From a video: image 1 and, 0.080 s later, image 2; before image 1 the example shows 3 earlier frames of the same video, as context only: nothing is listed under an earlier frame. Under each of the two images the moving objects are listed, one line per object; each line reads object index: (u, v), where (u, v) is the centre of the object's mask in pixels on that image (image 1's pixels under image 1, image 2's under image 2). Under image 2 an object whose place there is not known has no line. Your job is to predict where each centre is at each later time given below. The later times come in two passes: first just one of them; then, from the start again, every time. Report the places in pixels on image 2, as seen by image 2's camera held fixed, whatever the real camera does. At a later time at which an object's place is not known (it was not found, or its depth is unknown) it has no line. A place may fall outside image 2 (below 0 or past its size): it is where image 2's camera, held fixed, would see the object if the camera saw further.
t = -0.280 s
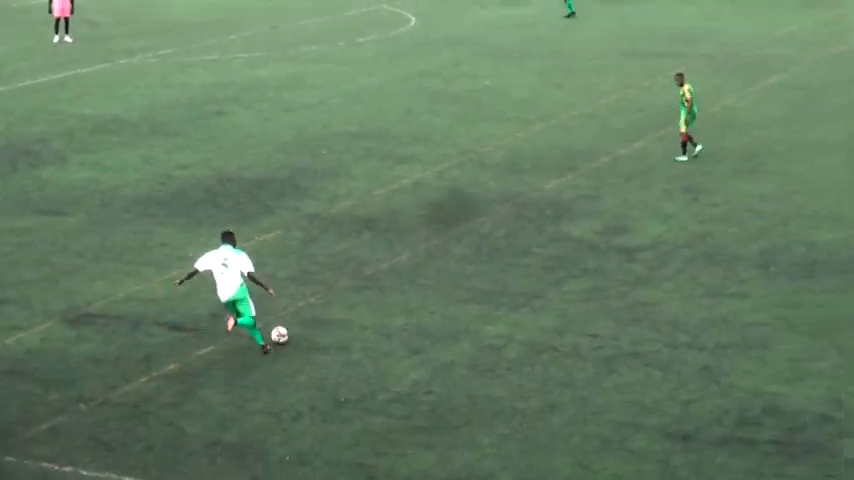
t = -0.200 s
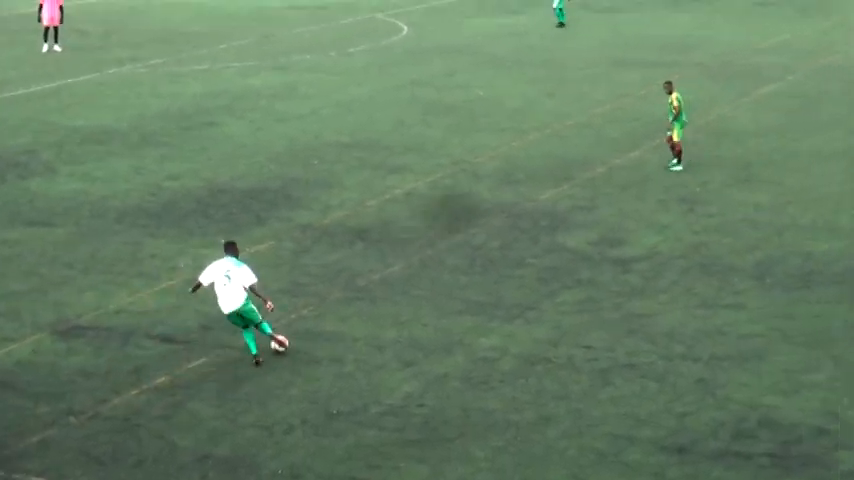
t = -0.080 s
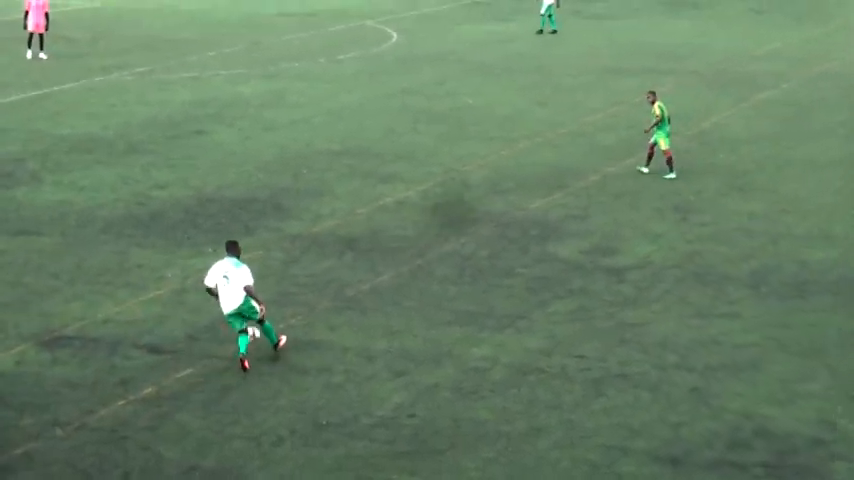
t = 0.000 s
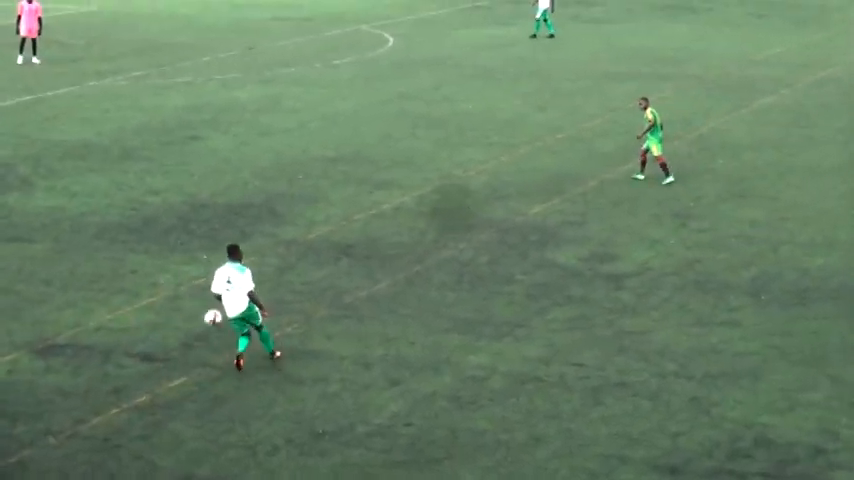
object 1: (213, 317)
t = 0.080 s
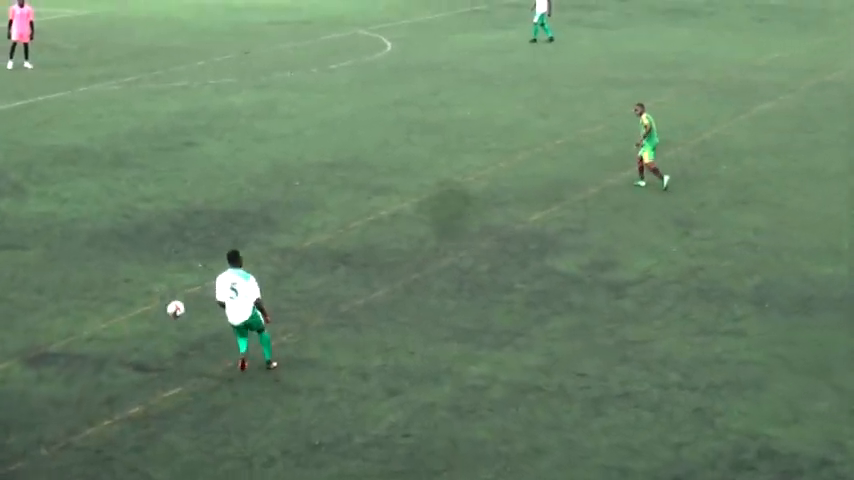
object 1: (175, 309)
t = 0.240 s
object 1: (117, 291)
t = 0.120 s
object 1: (160, 302)
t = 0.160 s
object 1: (145, 297)
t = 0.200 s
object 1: (131, 293)
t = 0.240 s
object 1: (117, 291)
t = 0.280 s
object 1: (102, 290)
